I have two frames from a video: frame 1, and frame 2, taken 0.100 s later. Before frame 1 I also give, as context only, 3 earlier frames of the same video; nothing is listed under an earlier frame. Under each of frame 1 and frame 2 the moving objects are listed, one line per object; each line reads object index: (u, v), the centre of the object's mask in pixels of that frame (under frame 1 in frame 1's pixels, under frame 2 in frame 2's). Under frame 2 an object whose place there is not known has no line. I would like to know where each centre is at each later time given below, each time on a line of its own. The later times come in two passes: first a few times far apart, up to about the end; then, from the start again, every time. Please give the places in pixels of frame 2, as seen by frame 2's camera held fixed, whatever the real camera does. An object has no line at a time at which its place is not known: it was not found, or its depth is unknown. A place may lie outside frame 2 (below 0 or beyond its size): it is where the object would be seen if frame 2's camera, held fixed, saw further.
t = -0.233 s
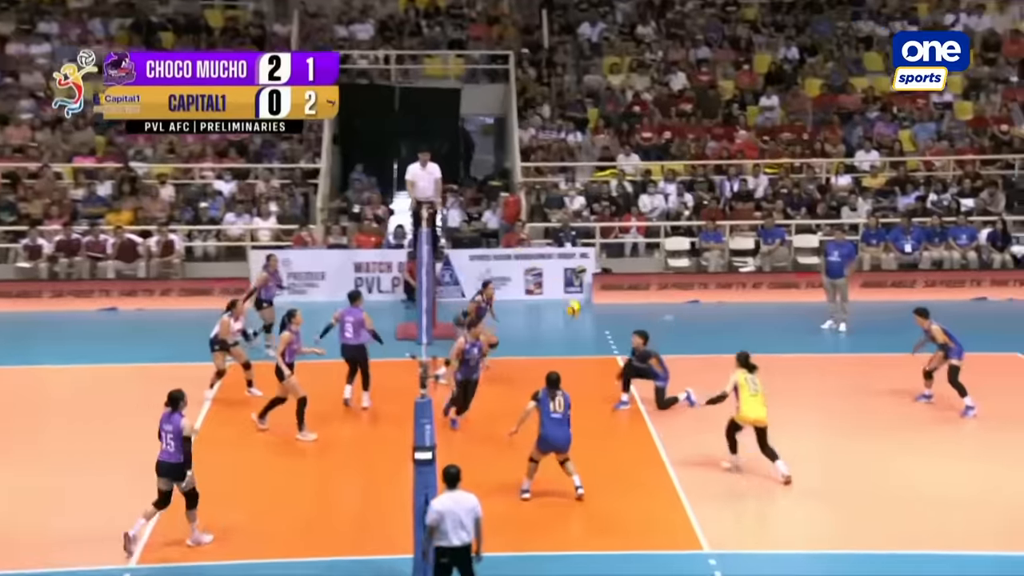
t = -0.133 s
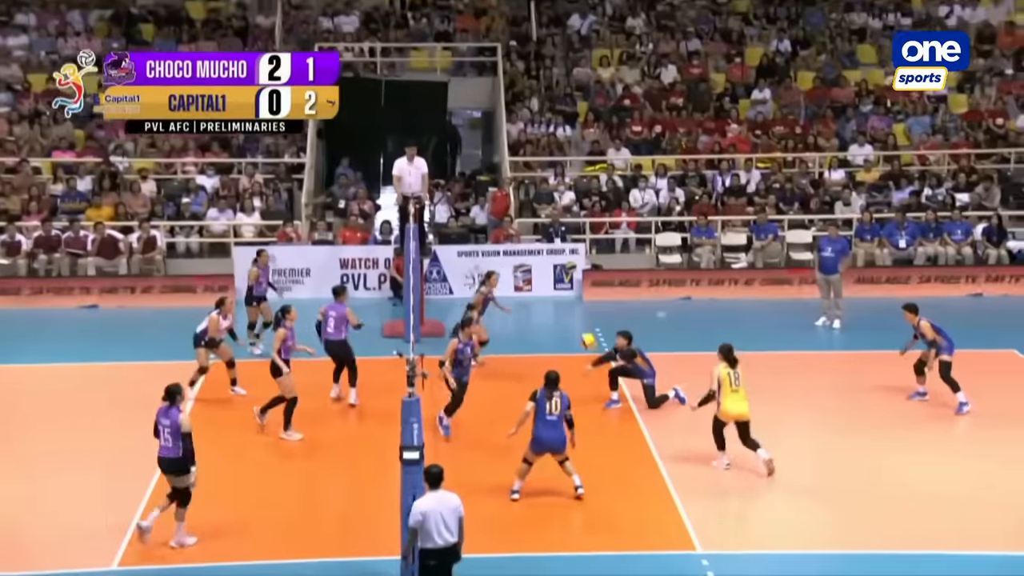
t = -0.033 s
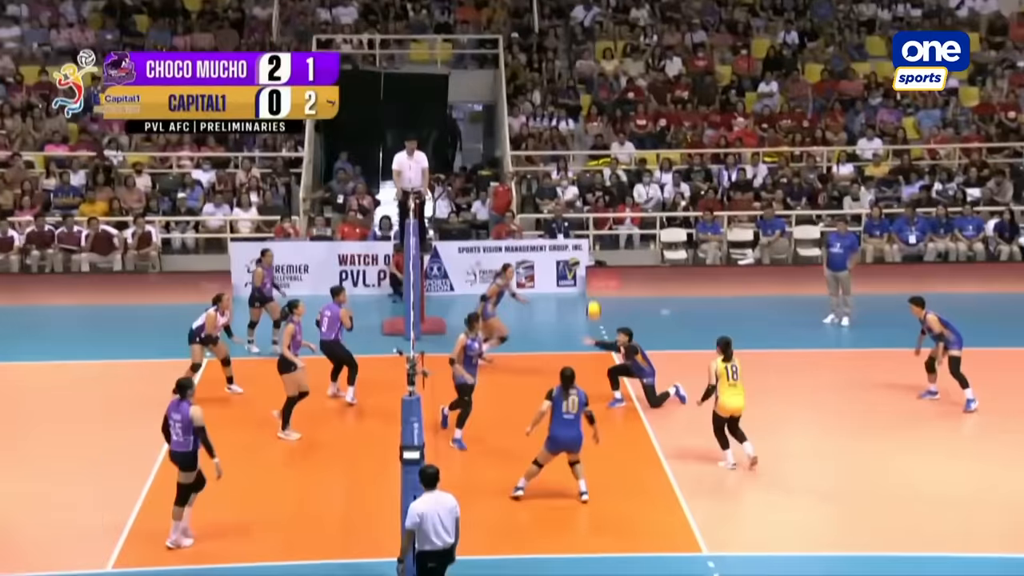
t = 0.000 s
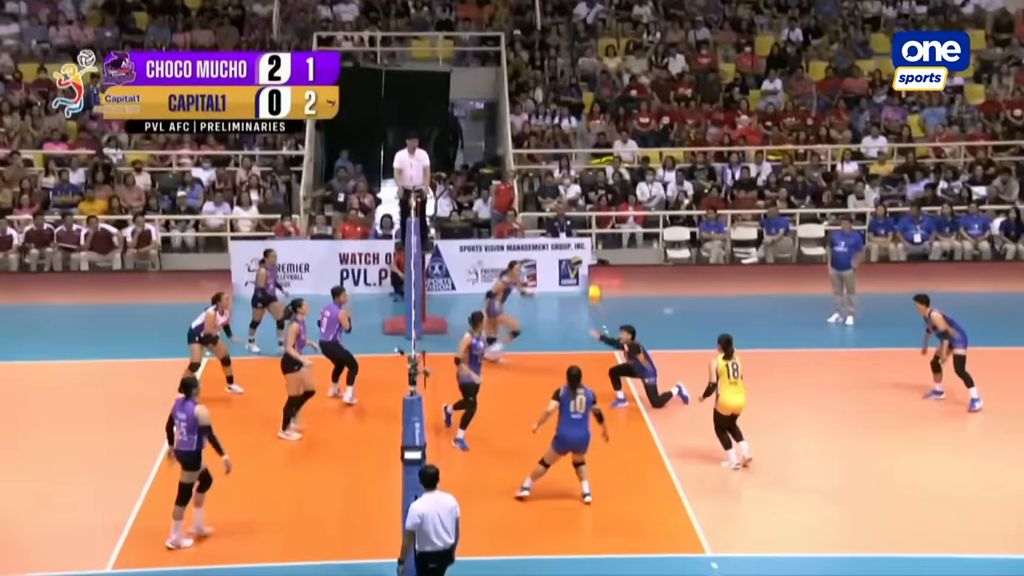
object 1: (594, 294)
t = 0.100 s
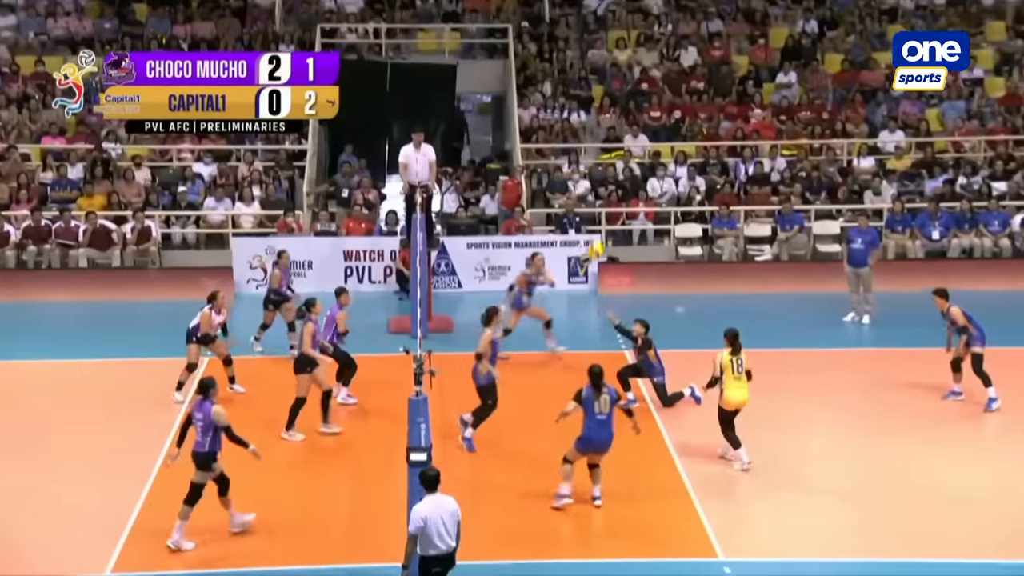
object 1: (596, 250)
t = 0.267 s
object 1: (584, 196)
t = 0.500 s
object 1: (564, 154)
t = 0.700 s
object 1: (548, 153)
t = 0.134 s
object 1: (593, 237)
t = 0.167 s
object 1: (590, 225)
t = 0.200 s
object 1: (588, 215)
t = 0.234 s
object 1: (586, 204)
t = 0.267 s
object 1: (584, 196)
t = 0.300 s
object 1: (582, 187)
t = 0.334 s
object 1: (577, 179)
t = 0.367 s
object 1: (575, 173)
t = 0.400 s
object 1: (572, 167)
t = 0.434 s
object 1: (570, 161)
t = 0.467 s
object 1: (567, 157)
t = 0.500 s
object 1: (564, 154)
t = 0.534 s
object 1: (562, 152)
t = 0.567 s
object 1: (559, 150)
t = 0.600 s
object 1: (556, 150)
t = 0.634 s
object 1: (553, 150)
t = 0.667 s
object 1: (550, 151)
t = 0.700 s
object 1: (548, 153)
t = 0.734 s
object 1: (545, 157)
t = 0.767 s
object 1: (543, 161)
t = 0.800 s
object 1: (540, 166)
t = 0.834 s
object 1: (537, 173)
